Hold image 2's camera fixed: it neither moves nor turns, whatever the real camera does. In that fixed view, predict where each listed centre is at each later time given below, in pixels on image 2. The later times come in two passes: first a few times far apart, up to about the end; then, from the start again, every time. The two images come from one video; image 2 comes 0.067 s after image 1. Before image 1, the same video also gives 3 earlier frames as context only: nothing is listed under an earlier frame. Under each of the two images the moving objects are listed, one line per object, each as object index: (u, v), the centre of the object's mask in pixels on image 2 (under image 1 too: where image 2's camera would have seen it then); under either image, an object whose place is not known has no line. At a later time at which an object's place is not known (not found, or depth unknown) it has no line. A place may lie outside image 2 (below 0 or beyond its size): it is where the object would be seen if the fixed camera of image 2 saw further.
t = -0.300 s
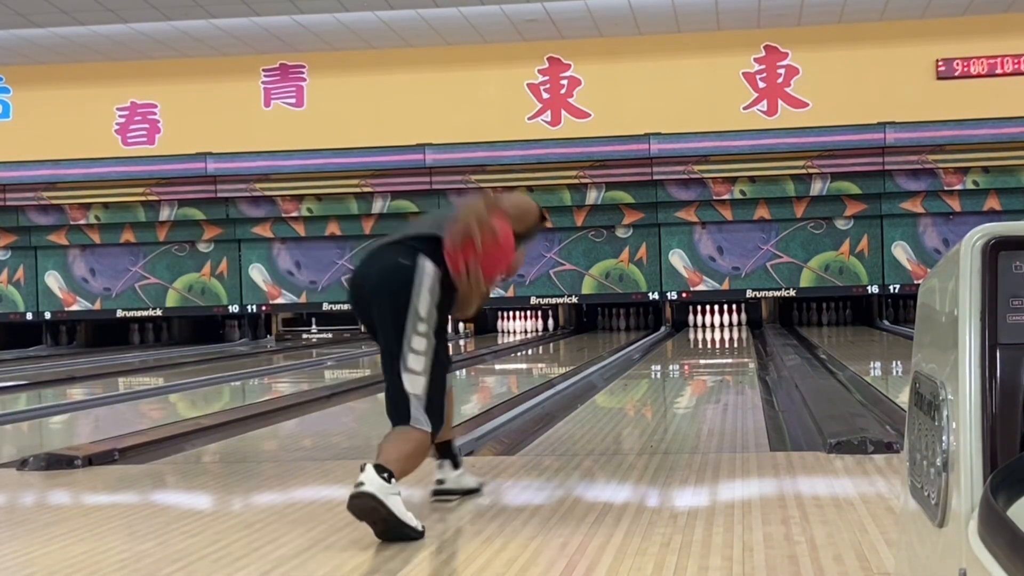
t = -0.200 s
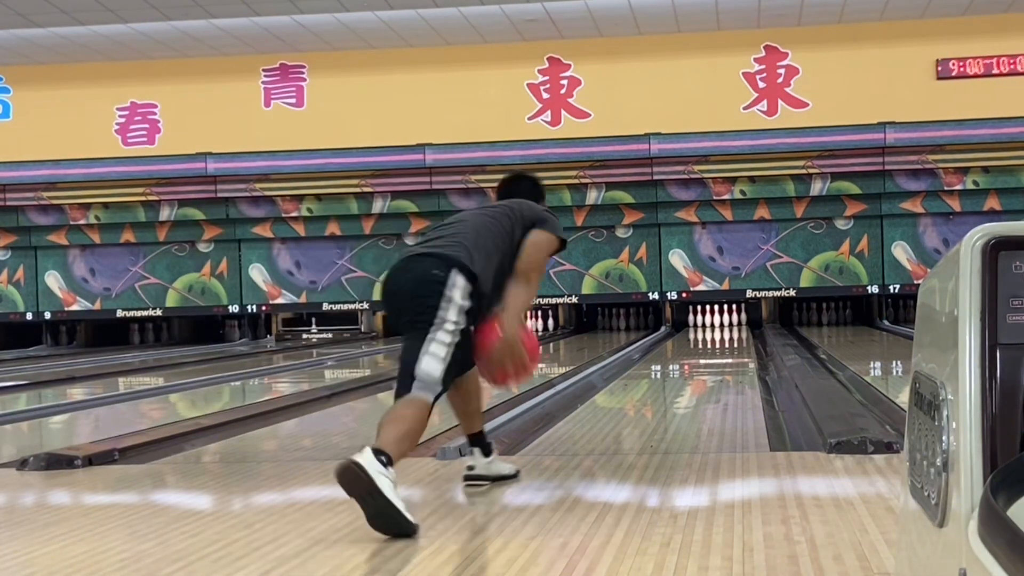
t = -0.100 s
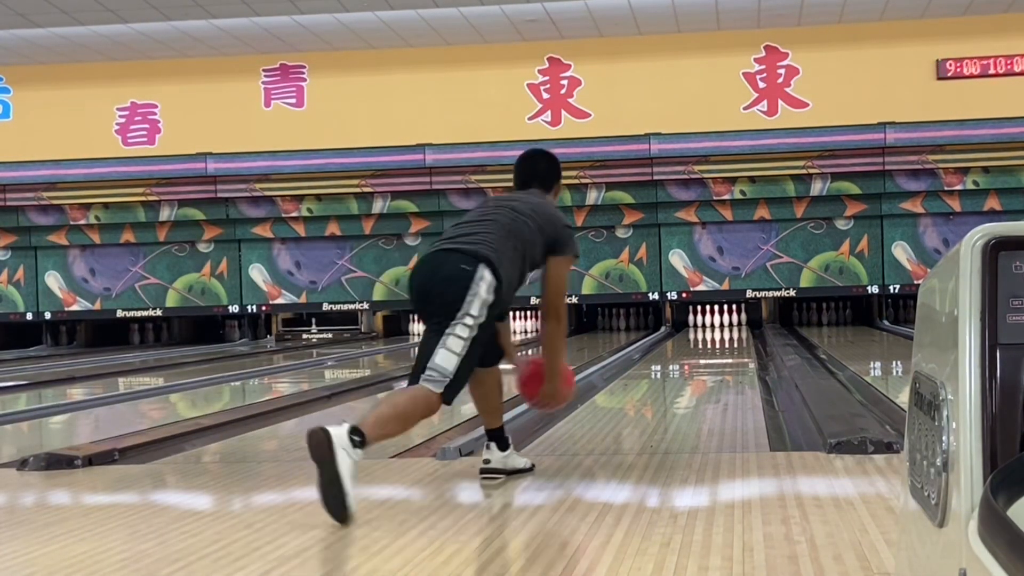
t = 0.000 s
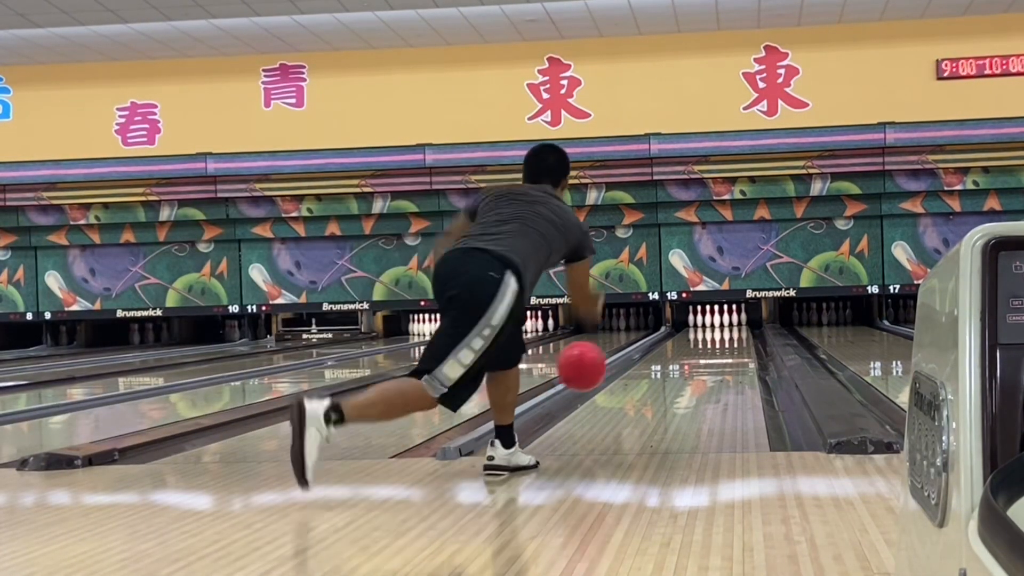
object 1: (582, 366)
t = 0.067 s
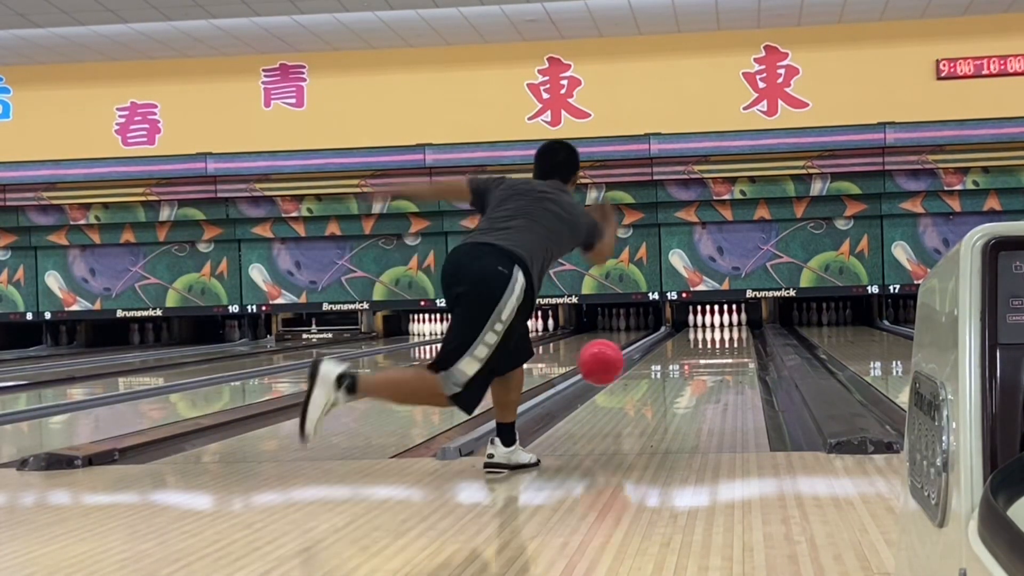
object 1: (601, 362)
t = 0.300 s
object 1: (652, 383)
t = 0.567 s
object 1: (687, 367)
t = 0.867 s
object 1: (710, 352)
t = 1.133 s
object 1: (723, 344)
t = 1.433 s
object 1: (731, 336)
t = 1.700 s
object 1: (734, 331)
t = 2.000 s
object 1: (735, 327)
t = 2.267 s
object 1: (731, 324)
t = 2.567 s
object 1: (725, 321)
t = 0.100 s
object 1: (609, 364)
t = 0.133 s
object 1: (618, 368)
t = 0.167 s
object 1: (626, 374)
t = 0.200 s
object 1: (633, 381)
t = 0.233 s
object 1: (640, 390)
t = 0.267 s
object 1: (646, 388)
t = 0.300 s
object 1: (652, 383)
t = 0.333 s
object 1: (658, 382)
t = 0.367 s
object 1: (662, 381)
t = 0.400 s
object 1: (667, 378)
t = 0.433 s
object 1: (672, 375)
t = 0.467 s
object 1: (676, 373)
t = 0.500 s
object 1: (680, 371)
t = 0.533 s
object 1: (684, 369)
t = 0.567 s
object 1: (687, 367)
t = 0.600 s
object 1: (690, 365)
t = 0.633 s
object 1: (693, 363)
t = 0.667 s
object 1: (696, 362)
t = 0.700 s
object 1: (699, 360)
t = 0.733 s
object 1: (701, 358)
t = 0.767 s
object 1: (704, 357)
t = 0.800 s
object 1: (706, 355)
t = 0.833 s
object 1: (708, 354)
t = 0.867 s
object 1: (710, 352)
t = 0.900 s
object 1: (712, 351)
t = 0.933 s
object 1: (714, 350)
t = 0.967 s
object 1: (716, 349)
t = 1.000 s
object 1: (717, 348)
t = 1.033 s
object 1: (719, 347)
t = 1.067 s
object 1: (720, 346)
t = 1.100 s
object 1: (722, 345)
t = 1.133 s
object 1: (723, 344)
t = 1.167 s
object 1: (723, 343)
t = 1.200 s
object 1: (724, 342)
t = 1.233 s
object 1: (726, 342)
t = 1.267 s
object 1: (727, 341)
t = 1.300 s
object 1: (728, 340)
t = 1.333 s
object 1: (728, 339)
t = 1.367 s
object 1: (729, 337)
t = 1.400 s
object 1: (730, 337)
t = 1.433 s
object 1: (731, 336)
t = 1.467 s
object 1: (731, 336)
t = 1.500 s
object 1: (732, 335)
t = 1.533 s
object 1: (732, 334)
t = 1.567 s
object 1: (733, 334)
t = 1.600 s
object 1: (733, 333)
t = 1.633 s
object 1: (734, 332)
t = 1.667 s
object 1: (734, 332)
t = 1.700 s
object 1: (734, 331)
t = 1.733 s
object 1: (734, 330)
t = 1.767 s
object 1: (735, 330)
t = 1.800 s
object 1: (735, 329)
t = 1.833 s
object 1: (735, 329)
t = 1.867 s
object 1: (735, 328)
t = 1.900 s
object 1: (735, 328)
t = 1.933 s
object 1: (735, 328)
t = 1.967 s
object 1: (735, 327)
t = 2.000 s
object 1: (735, 327)
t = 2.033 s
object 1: (734, 326)
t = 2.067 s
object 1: (734, 326)
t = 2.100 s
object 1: (734, 326)
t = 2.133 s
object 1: (733, 325)
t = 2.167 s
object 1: (732, 325)
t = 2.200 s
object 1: (732, 324)
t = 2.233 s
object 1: (731, 324)
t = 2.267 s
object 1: (731, 324)
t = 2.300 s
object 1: (730, 324)
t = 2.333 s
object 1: (728, 323)
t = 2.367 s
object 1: (729, 323)
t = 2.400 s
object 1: (728, 323)
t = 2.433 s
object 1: (727, 323)
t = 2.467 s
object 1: (726, 322)
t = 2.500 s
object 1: (725, 322)
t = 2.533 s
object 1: (725, 321)
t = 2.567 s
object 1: (725, 321)
